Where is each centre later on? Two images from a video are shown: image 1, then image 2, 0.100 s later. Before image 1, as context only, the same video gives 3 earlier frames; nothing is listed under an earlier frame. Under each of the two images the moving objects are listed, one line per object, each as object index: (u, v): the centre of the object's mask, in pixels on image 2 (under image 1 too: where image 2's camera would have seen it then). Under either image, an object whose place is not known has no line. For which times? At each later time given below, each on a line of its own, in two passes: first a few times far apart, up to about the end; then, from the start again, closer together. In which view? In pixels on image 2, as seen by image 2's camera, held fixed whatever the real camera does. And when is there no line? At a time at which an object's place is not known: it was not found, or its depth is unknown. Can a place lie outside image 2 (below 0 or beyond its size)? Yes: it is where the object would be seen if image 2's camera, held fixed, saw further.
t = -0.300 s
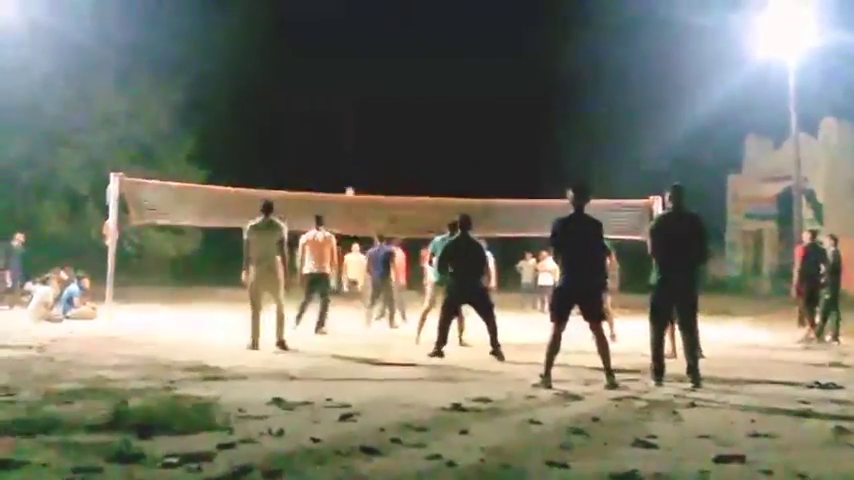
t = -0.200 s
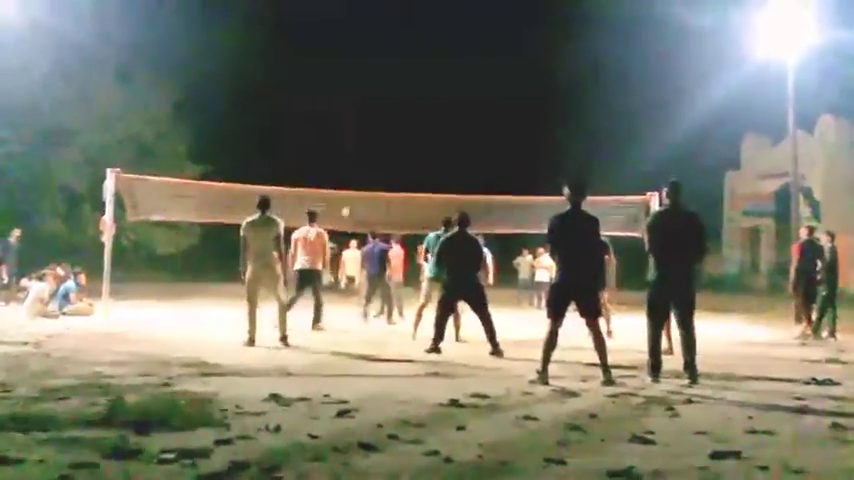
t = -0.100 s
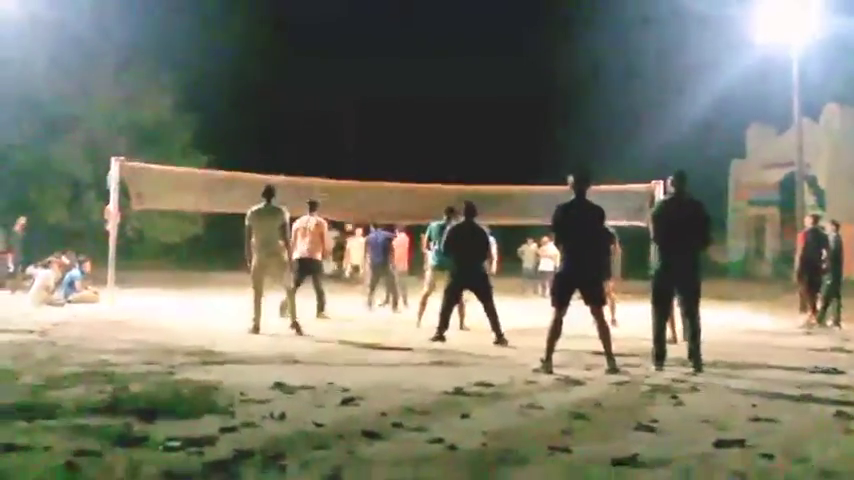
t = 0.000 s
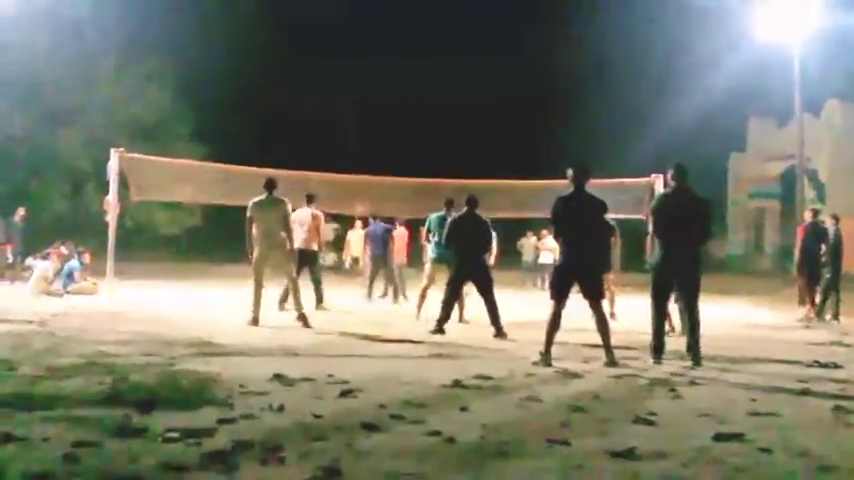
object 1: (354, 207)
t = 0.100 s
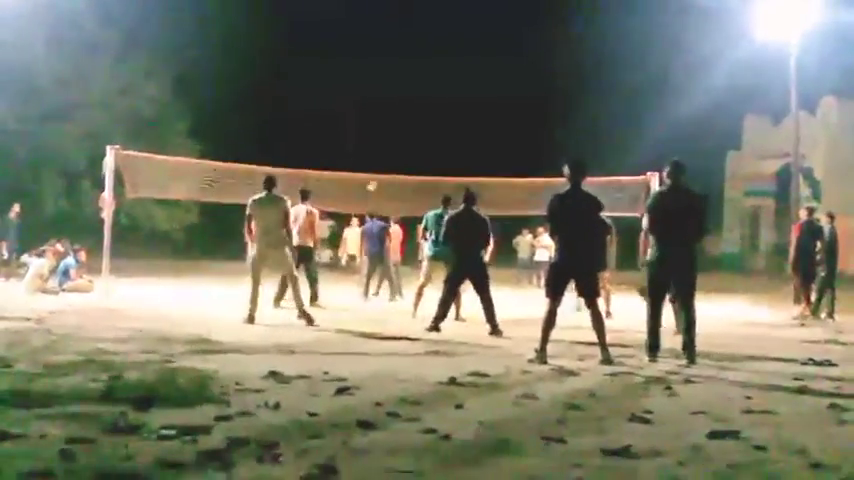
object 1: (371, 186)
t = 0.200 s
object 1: (389, 167)
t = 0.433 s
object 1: (442, 137)
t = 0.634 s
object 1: (503, 131)
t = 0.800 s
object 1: (563, 145)
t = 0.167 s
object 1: (383, 171)
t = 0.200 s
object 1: (389, 167)
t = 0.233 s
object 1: (396, 162)
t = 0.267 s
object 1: (402, 157)
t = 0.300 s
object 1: (410, 152)
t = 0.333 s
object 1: (418, 147)
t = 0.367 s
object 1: (426, 143)
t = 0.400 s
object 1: (434, 140)
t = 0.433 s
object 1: (442, 137)
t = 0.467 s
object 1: (452, 134)
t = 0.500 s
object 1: (461, 132)
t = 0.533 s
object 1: (470, 131)
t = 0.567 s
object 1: (480, 130)
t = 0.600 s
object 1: (492, 130)
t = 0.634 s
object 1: (503, 131)
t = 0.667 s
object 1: (514, 133)
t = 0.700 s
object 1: (525, 134)
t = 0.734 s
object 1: (537, 137)
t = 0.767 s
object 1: (550, 141)
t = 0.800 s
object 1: (563, 145)
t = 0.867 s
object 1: (593, 158)
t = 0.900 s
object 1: (606, 165)
